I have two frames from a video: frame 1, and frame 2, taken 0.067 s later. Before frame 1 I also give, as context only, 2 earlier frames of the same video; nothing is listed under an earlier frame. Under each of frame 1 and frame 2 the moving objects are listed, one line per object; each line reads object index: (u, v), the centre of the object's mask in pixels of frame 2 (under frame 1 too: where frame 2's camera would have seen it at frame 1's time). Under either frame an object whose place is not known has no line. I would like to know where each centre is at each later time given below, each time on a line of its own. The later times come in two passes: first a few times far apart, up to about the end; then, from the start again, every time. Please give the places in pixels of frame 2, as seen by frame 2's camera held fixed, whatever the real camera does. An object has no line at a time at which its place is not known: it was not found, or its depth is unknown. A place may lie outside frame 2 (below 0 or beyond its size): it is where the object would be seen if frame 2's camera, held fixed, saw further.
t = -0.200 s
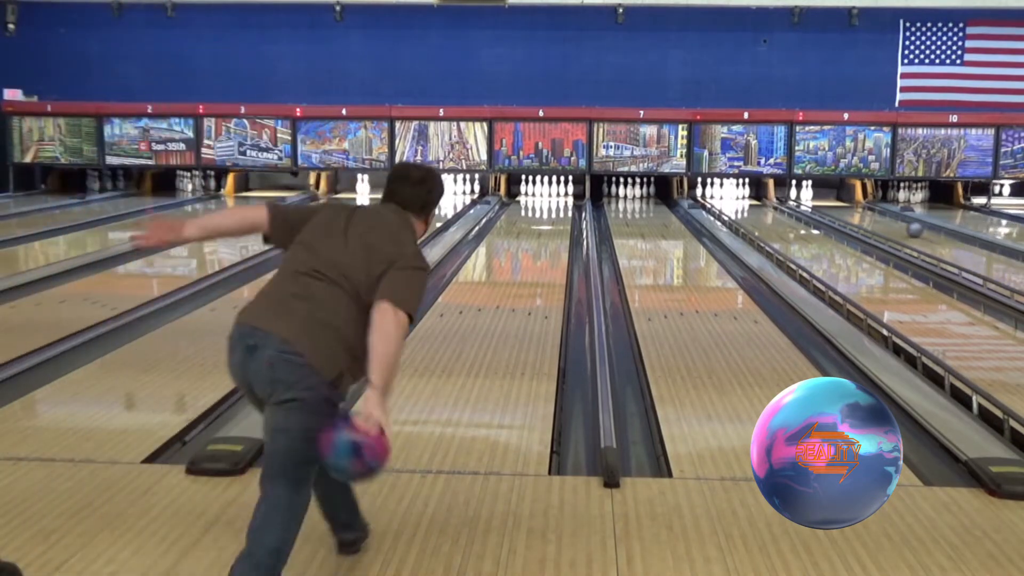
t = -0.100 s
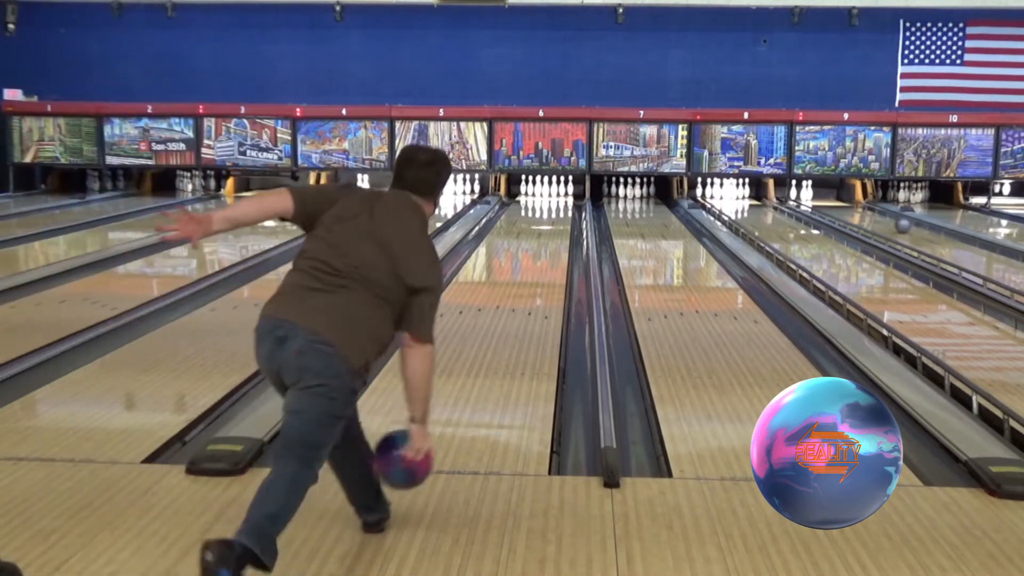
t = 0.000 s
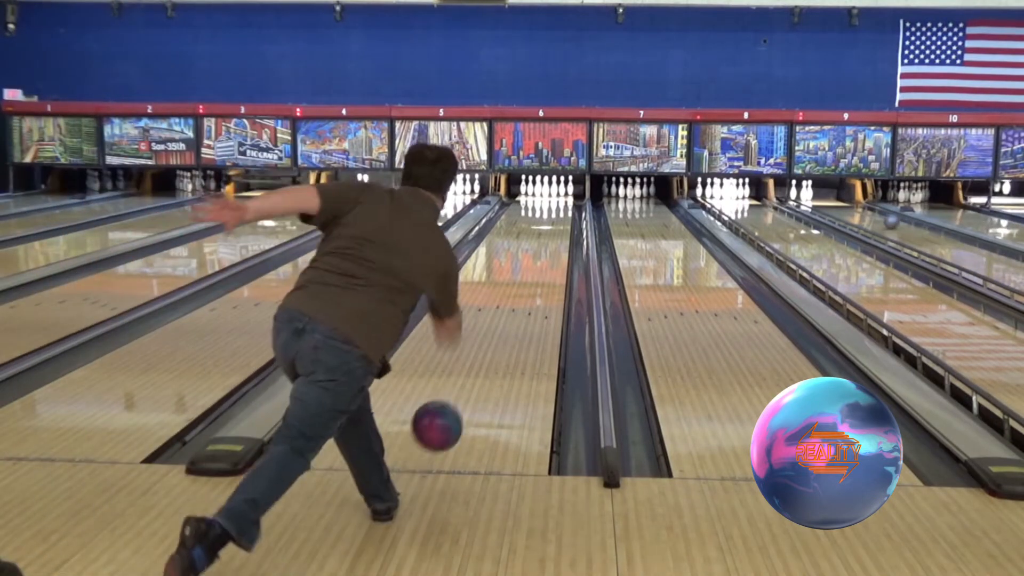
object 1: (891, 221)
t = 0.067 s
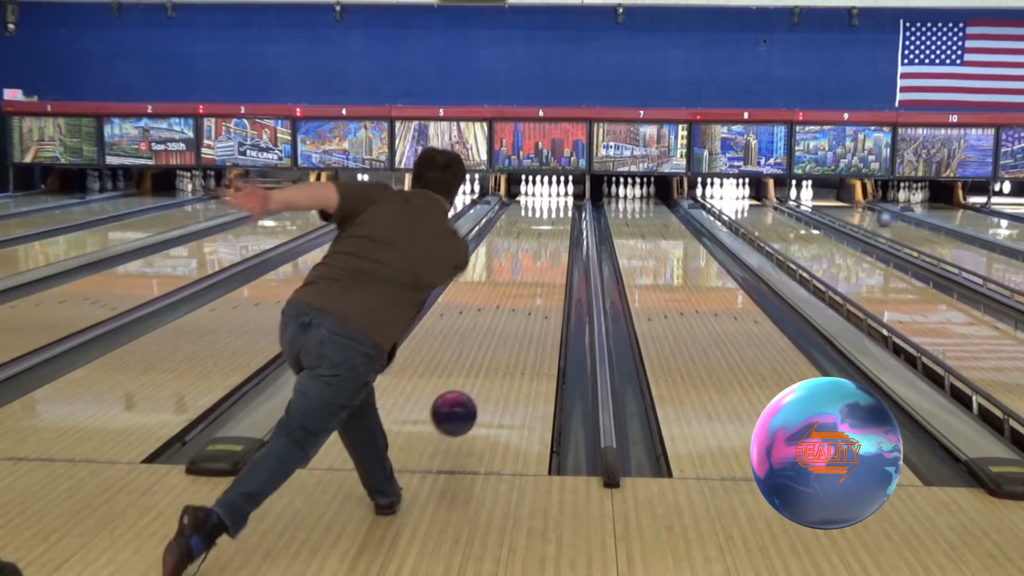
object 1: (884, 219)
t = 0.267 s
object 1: (864, 212)
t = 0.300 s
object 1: (861, 212)
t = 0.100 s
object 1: (881, 218)
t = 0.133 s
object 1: (878, 217)
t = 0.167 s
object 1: (874, 216)
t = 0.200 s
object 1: (871, 214)
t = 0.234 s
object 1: (867, 214)
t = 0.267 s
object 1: (864, 212)
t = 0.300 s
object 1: (861, 212)
